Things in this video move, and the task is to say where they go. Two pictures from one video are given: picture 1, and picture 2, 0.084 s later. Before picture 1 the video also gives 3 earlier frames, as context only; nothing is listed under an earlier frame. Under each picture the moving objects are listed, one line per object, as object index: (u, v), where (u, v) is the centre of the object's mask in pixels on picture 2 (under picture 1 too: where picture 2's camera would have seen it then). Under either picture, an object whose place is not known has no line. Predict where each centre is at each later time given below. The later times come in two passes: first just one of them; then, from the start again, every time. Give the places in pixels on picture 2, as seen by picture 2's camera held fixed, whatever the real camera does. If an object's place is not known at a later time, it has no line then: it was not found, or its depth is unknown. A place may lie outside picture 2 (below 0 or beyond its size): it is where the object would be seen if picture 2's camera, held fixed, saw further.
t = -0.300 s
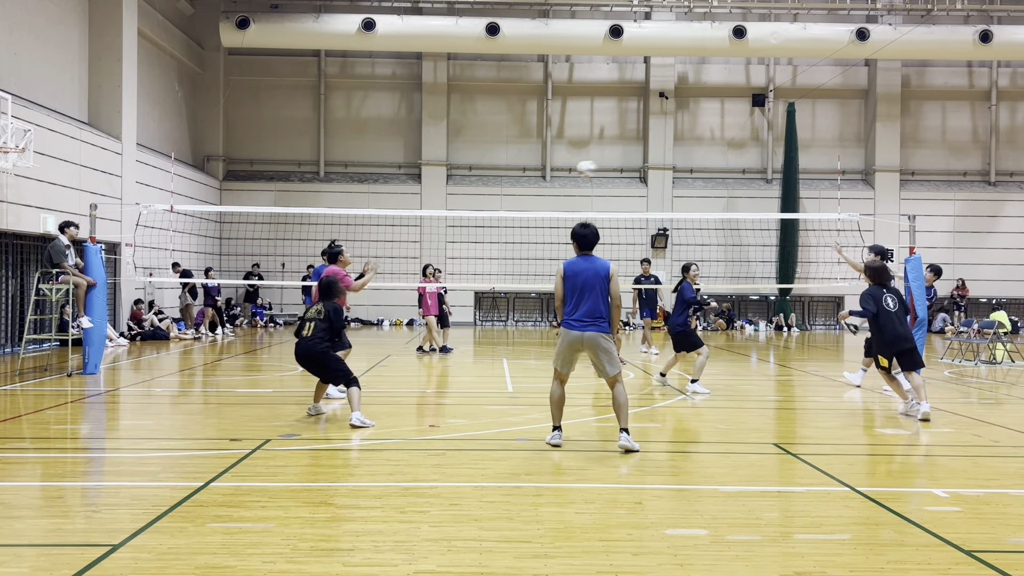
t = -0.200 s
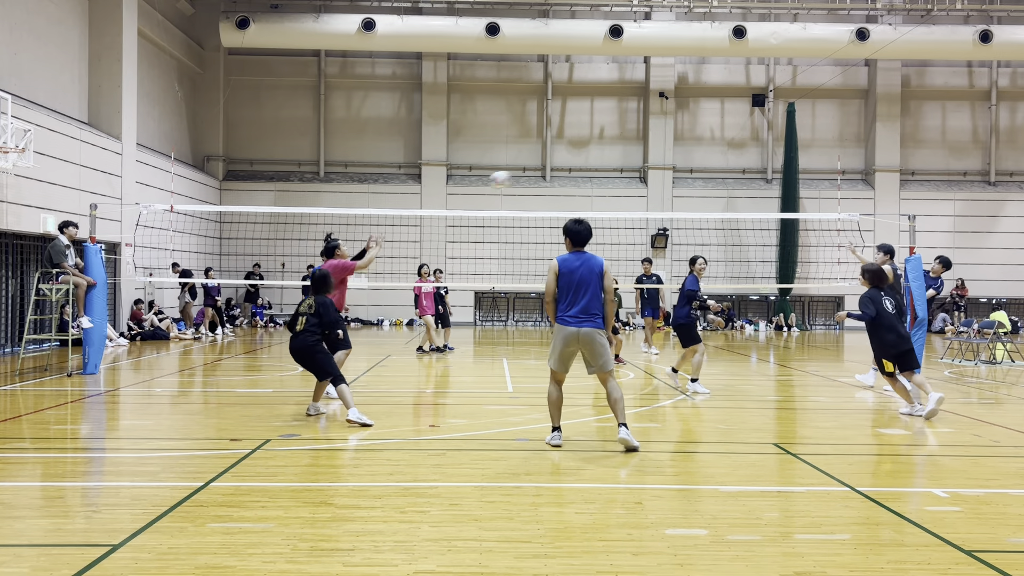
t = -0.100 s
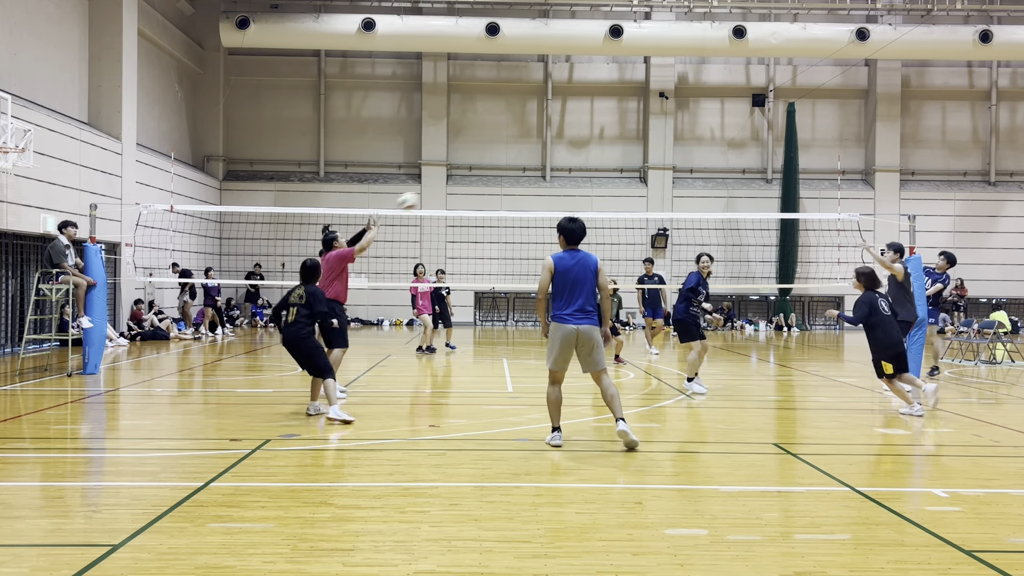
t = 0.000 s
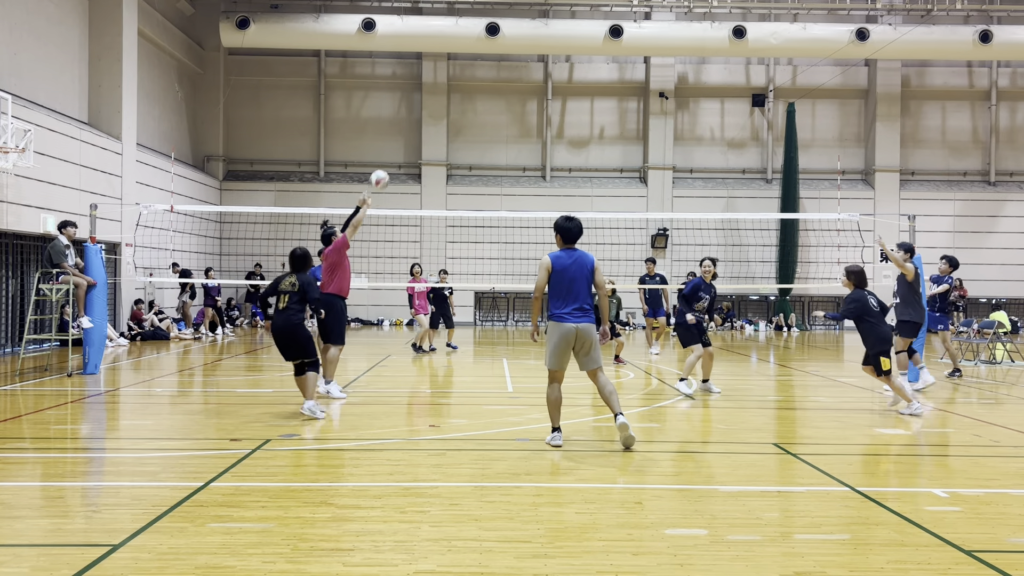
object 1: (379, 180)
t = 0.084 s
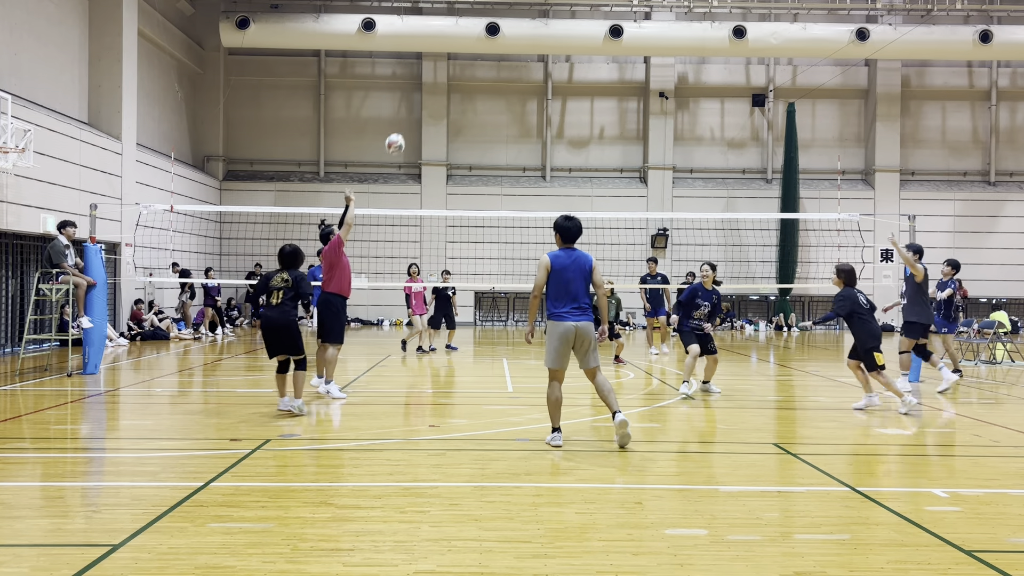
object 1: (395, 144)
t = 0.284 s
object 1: (432, 81)
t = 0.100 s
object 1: (399, 137)
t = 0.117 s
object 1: (402, 131)
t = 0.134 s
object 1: (405, 125)
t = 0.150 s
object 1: (408, 119)
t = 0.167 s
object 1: (411, 114)
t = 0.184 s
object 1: (414, 108)
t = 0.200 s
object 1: (417, 103)
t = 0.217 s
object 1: (420, 98)
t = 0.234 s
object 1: (423, 94)
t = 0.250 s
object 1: (426, 89)
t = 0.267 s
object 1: (429, 85)
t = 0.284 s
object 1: (432, 81)
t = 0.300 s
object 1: (435, 77)
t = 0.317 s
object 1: (438, 74)
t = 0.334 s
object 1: (441, 71)
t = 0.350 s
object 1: (444, 68)
